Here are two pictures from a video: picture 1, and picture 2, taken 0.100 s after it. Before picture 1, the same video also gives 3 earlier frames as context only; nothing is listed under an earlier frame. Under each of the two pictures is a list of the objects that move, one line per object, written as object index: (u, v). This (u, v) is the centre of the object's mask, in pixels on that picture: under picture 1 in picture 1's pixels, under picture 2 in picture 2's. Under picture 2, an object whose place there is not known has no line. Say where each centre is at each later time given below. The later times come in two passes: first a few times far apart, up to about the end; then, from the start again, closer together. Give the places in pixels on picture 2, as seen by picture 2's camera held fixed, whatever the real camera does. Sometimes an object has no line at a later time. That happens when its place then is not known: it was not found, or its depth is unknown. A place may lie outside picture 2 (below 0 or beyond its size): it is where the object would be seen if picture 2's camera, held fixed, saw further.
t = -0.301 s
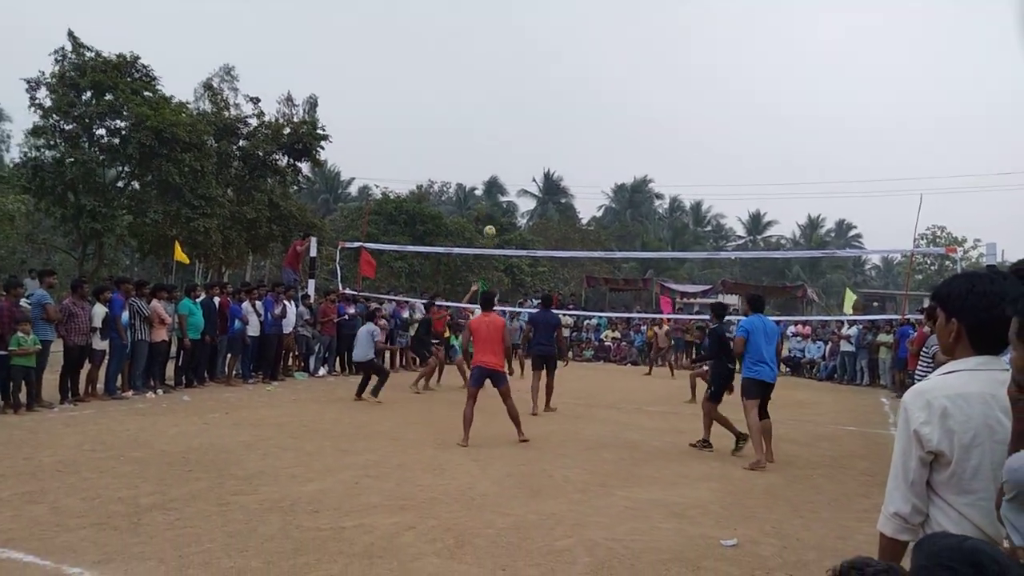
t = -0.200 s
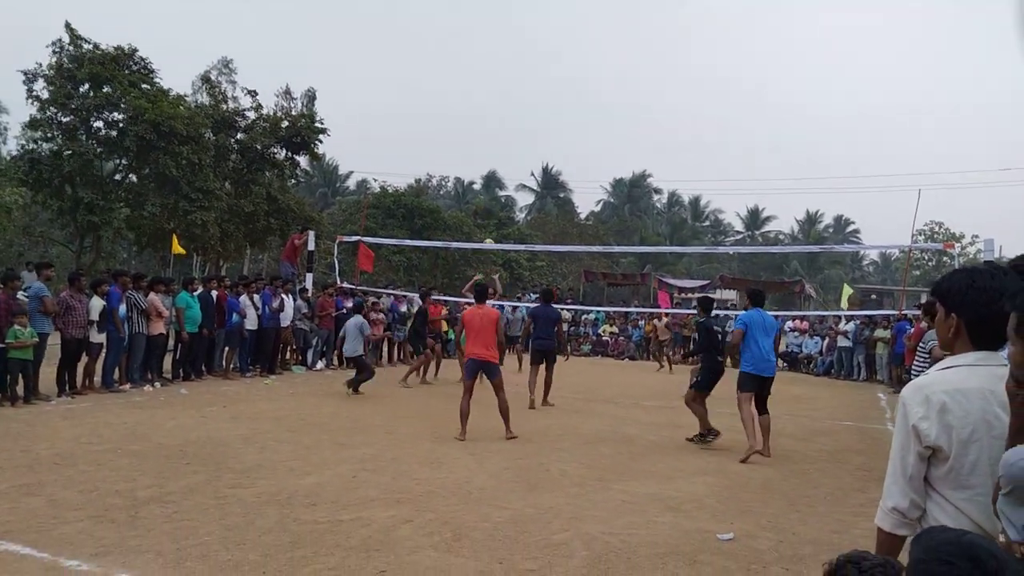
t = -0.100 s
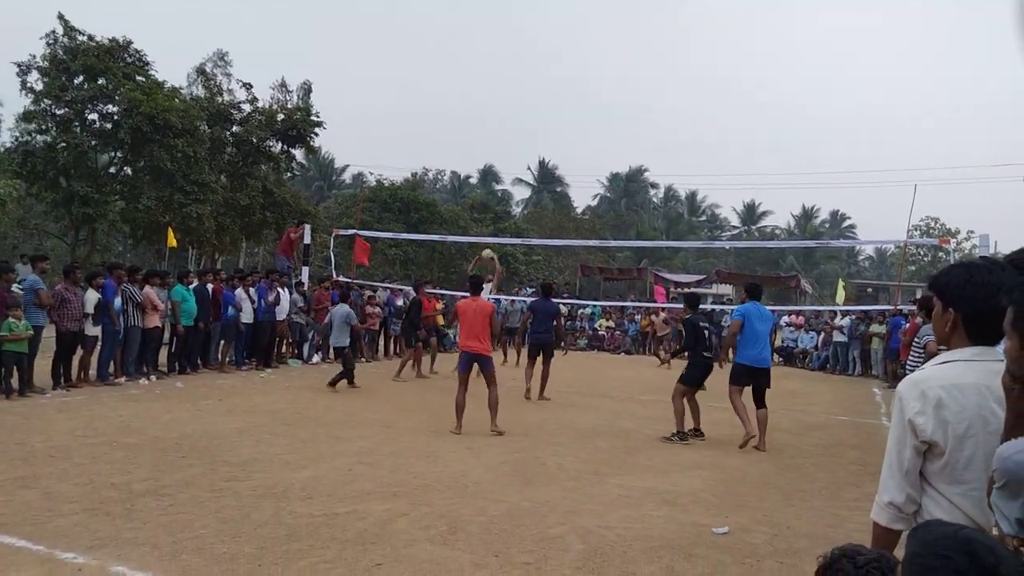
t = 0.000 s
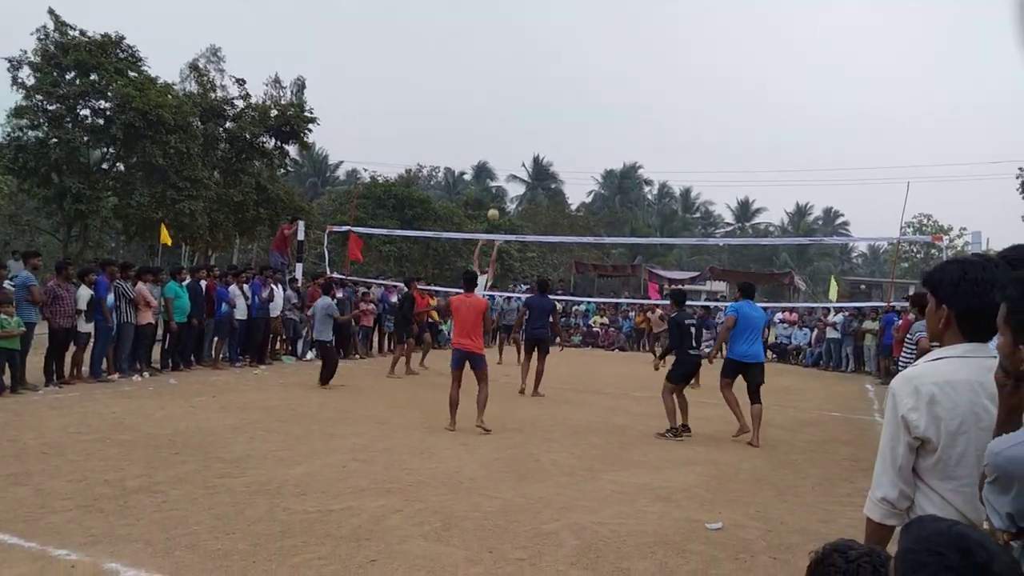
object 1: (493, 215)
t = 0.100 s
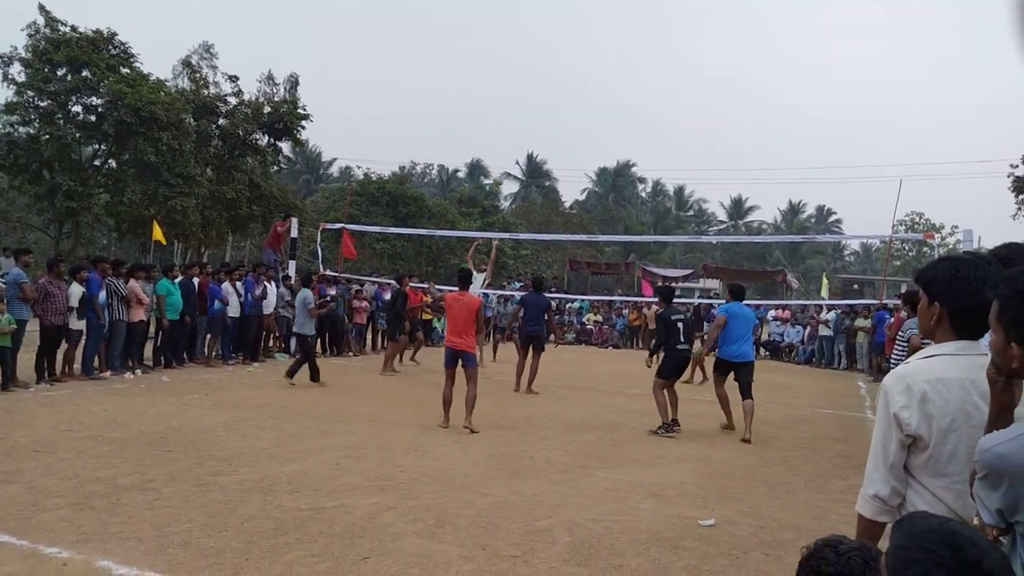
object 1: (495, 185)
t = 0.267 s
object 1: (516, 142)
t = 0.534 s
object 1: (544, 115)
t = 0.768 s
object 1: (564, 121)
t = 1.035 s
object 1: (586, 157)
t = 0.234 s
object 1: (512, 149)
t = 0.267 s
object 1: (516, 142)
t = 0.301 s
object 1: (520, 137)
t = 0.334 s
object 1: (523, 132)
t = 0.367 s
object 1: (527, 127)
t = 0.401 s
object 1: (530, 124)
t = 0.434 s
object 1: (533, 121)
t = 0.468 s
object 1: (537, 118)
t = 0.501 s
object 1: (541, 116)
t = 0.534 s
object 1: (544, 115)
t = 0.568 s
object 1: (547, 114)
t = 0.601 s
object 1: (550, 114)
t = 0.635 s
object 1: (553, 114)
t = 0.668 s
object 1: (556, 115)
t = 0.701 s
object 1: (559, 116)
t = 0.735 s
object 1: (562, 118)
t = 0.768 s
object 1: (564, 121)
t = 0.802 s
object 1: (567, 123)
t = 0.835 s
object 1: (570, 127)
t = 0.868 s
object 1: (573, 131)
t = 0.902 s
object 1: (575, 135)
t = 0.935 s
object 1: (578, 140)
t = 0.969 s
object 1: (581, 145)
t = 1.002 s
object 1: (584, 151)
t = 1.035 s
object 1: (586, 157)
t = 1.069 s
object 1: (589, 164)
